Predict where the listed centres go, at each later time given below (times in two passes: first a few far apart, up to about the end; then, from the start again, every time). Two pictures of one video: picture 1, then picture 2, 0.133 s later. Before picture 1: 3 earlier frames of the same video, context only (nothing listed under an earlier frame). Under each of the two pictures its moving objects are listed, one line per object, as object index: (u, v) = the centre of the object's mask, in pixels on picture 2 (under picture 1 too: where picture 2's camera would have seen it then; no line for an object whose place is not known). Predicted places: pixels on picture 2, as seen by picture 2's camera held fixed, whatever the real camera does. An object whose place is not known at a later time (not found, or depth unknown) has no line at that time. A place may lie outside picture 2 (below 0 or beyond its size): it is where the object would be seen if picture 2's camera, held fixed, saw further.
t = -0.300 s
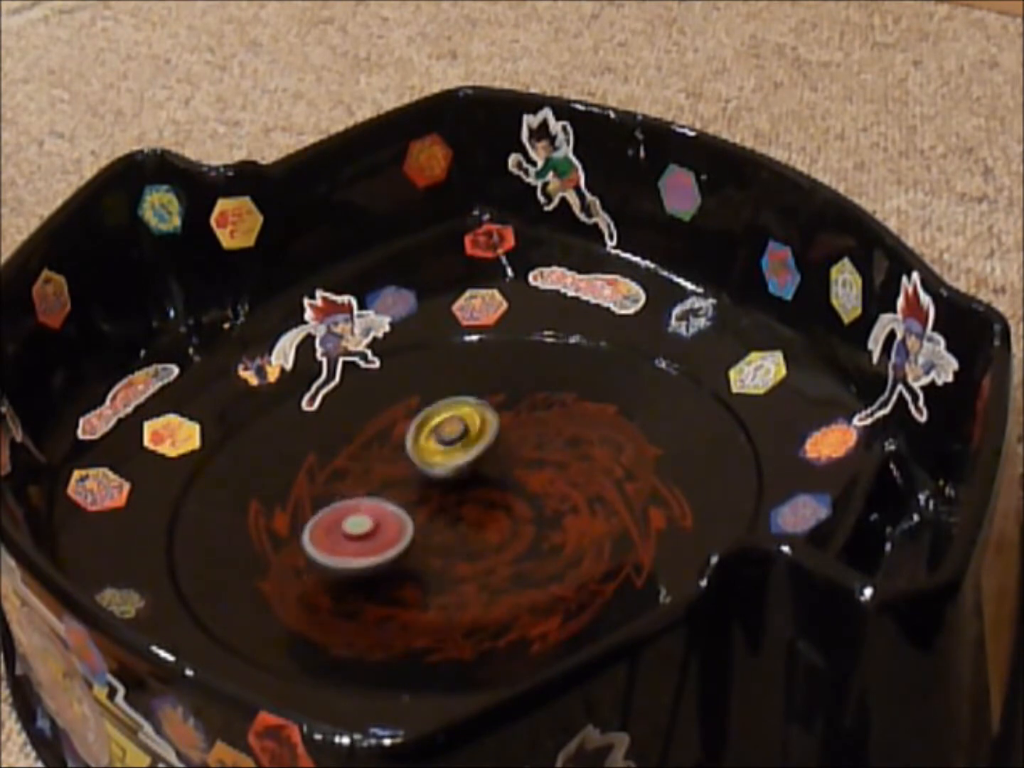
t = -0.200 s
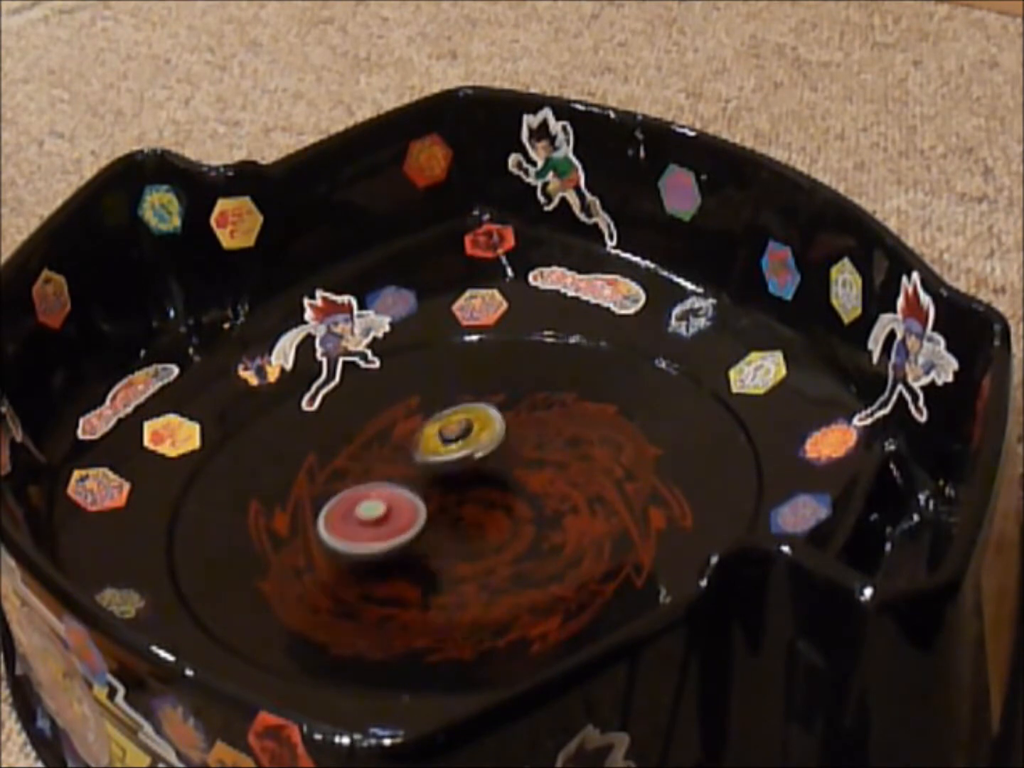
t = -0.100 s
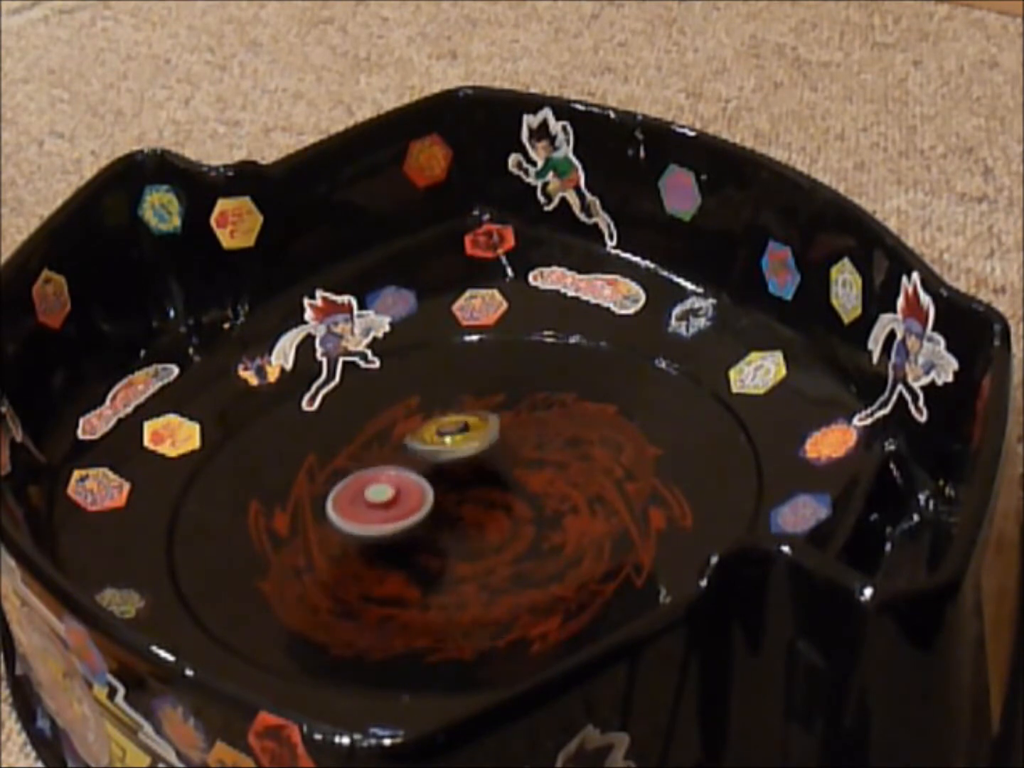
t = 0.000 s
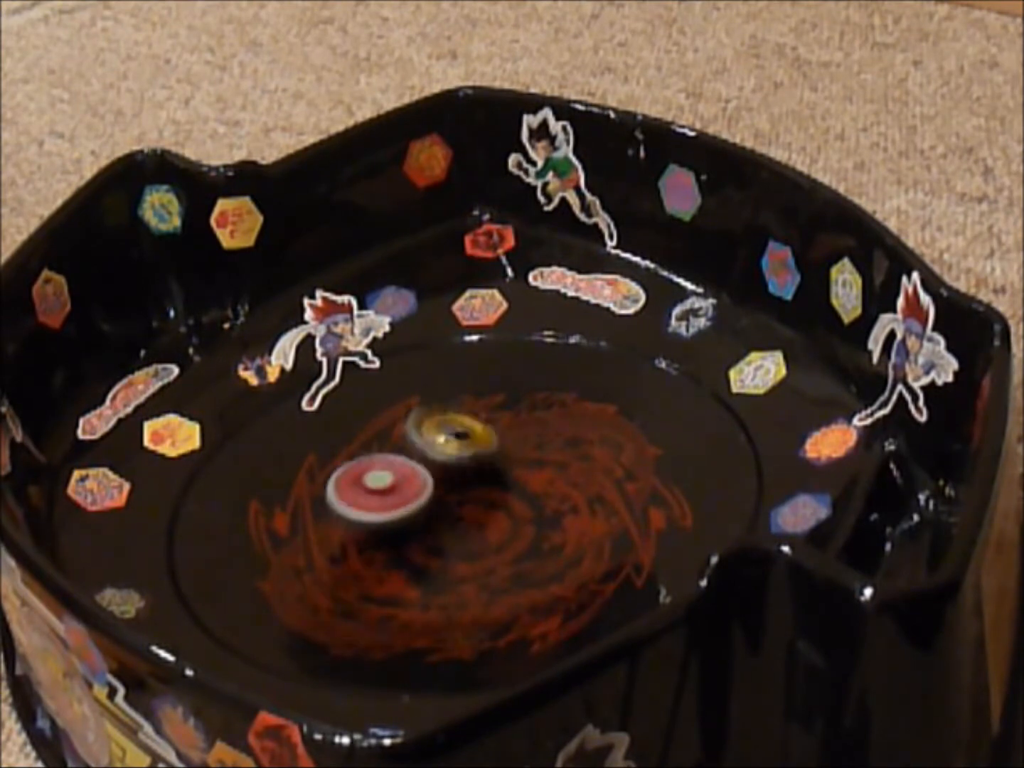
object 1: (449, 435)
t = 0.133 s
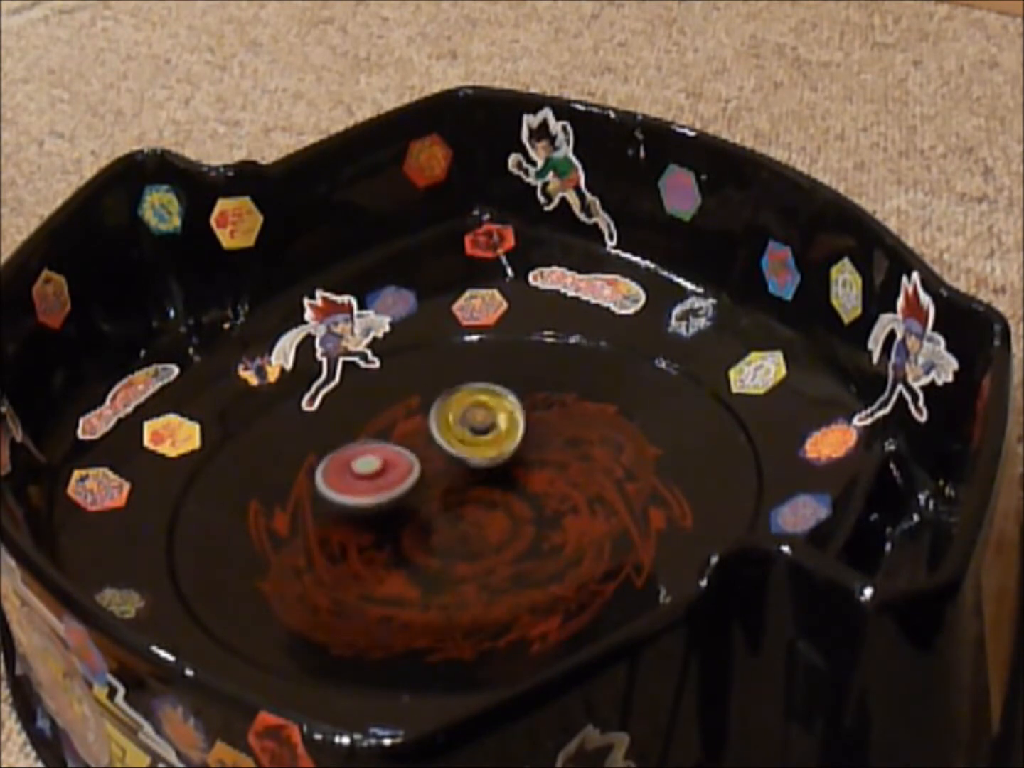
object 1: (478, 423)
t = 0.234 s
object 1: (489, 419)
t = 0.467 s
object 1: (505, 440)
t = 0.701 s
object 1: (516, 458)
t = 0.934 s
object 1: (538, 459)
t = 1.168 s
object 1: (541, 451)
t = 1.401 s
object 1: (548, 448)
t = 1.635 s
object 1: (543, 448)
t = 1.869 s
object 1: (545, 444)
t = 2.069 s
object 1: (544, 445)
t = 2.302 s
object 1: (554, 473)
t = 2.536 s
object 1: (580, 485)
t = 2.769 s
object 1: (556, 486)
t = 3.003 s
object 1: (549, 474)
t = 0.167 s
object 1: (480, 421)
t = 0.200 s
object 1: (487, 418)
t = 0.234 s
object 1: (489, 419)
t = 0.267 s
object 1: (491, 419)
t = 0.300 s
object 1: (494, 423)
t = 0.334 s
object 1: (495, 426)
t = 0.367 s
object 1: (503, 427)
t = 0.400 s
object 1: (502, 432)
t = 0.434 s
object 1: (503, 436)
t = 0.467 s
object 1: (505, 440)
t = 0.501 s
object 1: (499, 445)
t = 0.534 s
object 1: (501, 448)
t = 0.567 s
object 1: (495, 451)
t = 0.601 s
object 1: (493, 454)
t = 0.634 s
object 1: (511, 456)
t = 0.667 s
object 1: (512, 457)
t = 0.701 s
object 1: (516, 458)
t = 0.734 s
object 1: (526, 463)
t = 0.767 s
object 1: (524, 465)
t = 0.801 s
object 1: (523, 462)
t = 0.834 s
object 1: (524, 462)
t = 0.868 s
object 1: (523, 461)
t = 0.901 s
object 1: (534, 462)
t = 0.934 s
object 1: (538, 459)
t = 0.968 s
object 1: (539, 458)
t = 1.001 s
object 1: (547, 458)
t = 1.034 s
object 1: (548, 458)
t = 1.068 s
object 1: (545, 457)
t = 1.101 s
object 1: (544, 456)
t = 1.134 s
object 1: (542, 455)
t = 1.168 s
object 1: (541, 451)
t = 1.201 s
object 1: (547, 447)
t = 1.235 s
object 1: (543, 448)
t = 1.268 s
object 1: (541, 446)
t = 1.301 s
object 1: (545, 445)
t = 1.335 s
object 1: (541, 444)
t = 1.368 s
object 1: (539, 443)
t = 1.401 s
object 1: (548, 448)
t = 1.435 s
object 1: (550, 450)
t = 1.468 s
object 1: (550, 448)
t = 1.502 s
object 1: (550, 448)
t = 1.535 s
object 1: (548, 449)
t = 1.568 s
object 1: (548, 450)
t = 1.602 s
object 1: (549, 448)
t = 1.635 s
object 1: (543, 448)
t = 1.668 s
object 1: (545, 447)
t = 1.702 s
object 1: (547, 447)
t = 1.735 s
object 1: (544, 446)
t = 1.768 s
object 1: (542, 445)
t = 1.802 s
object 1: (543, 443)
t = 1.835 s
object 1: (547, 444)
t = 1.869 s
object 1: (545, 444)
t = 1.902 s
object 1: (545, 442)
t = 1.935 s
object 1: (548, 443)
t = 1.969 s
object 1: (546, 444)
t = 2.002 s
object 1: (544, 445)
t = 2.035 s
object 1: (544, 444)
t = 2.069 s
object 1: (544, 445)
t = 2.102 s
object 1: (538, 449)
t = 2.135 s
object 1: (537, 451)
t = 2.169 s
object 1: (539, 454)
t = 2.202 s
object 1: (547, 458)
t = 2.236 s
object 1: (550, 463)
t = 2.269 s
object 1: (552, 466)
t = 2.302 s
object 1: (554, 473)
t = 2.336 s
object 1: (555, 478)
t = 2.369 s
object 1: (558, 484)
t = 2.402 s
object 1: (563, 487)
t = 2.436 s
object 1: (569, 488)
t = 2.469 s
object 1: (575, 487)
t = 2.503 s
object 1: (578, 485)
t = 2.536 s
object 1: (580, 485)
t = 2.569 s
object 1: (580, 485)
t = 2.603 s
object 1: (579, 485)
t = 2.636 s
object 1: (576, 486)
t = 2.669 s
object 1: (572, 488)
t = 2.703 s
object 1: (566, 489)
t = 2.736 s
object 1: (561, 488)
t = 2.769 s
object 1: (556, 486)
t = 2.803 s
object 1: (552, 482)
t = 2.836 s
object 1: (550, 479)
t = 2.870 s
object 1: (550, 476)
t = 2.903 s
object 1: (550, 475)
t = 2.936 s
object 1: (550, 475)
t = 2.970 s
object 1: (549, 474)
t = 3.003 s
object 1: (549, 474)
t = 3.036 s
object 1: (549, 473)
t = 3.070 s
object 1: (548, 471)
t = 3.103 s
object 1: (548, 470)
